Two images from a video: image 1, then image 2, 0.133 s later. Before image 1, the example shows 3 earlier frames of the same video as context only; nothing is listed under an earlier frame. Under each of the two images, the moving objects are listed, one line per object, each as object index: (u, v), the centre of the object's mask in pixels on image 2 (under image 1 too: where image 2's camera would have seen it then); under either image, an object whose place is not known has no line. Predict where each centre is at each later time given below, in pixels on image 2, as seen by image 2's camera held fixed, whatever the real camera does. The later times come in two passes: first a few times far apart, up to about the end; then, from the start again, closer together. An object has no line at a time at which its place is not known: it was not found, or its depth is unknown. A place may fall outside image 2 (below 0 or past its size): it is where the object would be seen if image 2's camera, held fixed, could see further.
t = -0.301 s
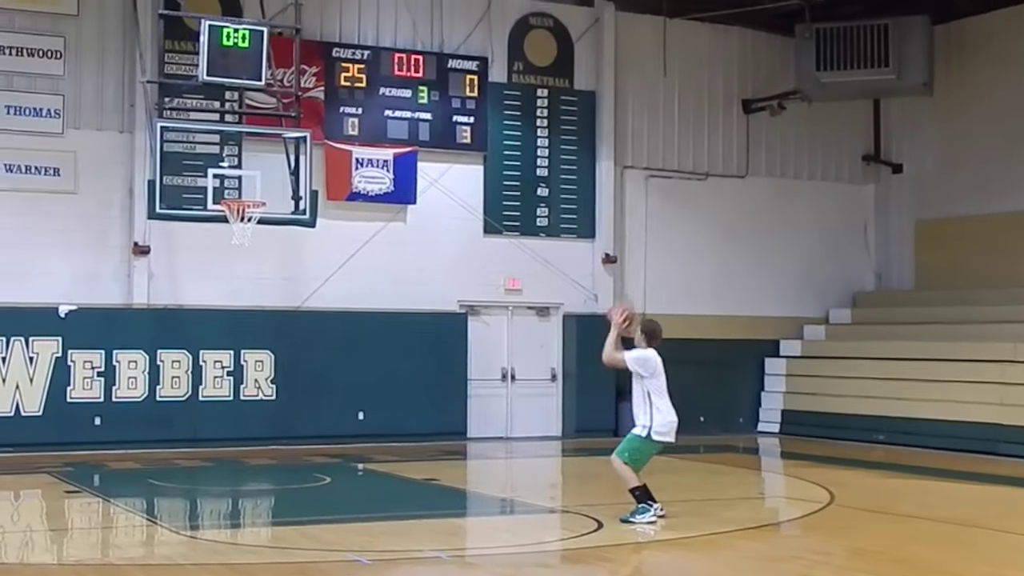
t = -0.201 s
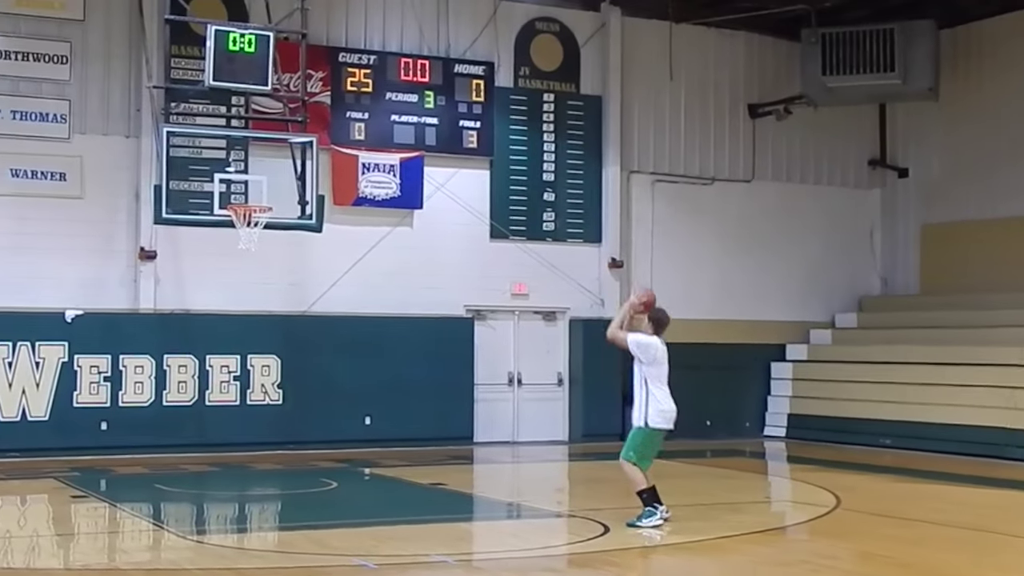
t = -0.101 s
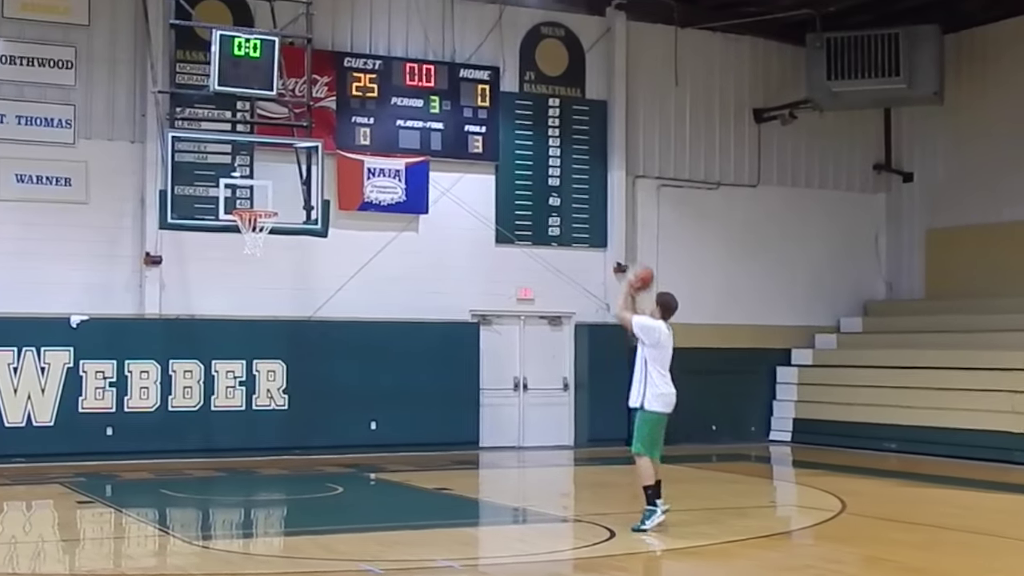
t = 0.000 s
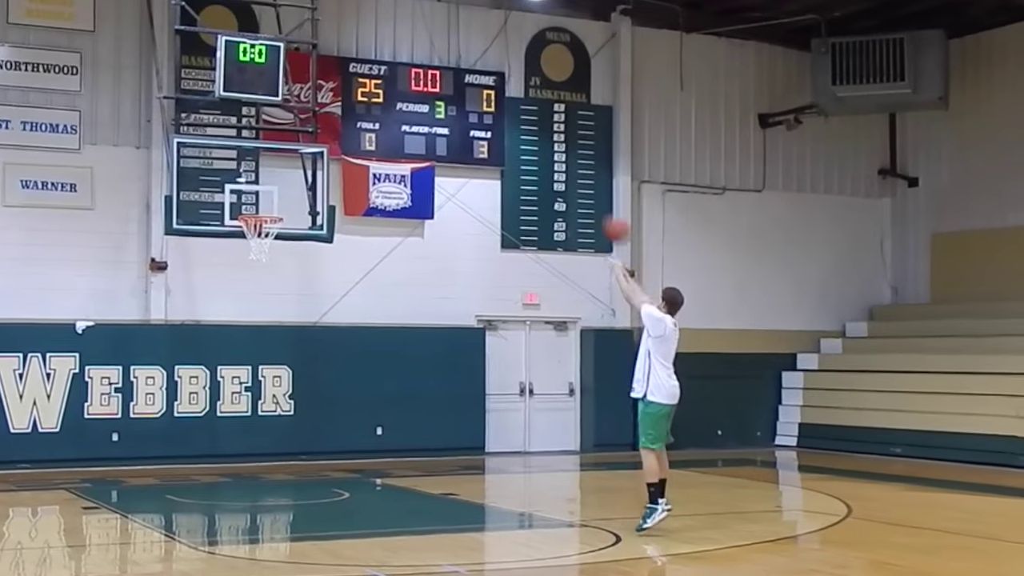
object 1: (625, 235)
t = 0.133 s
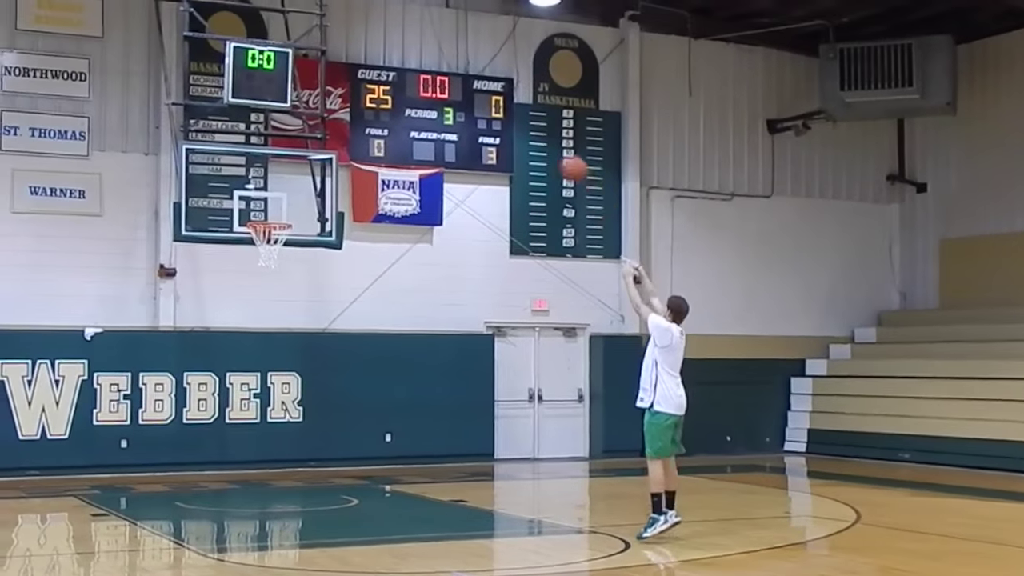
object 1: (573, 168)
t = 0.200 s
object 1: (549, 144)
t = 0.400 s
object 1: (481, 100)
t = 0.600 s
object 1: (420, 97)
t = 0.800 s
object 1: (362, 129)
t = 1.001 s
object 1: (312, 195)
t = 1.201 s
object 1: (322, 237)
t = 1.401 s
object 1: (379, 247)
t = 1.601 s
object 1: (437, 292)
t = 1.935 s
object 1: (533, 449)
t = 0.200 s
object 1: (549, 144)
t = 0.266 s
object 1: (525, 124)
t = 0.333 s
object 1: (501, 109)
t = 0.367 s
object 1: (492, 104)
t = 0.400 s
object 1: (481, 100)
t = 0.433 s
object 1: (470, 96)
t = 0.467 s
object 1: (460, 95)
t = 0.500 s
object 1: (450, 93)
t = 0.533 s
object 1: (439, 94)
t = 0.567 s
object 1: (428, 95)
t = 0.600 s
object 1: (420, 97)
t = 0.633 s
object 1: (410, 100)
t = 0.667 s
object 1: (401, 104)
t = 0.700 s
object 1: (391, 109)
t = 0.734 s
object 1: (382, 115)
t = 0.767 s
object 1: (372, 122)
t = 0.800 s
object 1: (362, 129)
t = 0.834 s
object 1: (354, 138)
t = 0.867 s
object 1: (346, 147)
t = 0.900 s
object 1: (338, 158)
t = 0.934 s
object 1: (329, 170)
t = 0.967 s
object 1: (320, 184)
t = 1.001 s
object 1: (312, 195)
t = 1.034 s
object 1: (304, 208)
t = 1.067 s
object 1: (297, 222)
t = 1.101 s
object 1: (301, 227)
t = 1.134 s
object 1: (306, 235)
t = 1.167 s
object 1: (313, 238)
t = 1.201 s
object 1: (322, 237)
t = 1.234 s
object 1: (331, 235)
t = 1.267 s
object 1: (342, 236)
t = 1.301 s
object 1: (351, 238)
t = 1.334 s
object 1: (361, 240)
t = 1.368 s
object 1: (370, 243)
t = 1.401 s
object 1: (379, 247)
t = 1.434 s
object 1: (389, 252)
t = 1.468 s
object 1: (399, 258)
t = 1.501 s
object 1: (409, 265)
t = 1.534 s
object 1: (418, 273)
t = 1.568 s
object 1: (427, 282)
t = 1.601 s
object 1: (437, 292)
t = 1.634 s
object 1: (446, 303)
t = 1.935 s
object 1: (533, 449)
